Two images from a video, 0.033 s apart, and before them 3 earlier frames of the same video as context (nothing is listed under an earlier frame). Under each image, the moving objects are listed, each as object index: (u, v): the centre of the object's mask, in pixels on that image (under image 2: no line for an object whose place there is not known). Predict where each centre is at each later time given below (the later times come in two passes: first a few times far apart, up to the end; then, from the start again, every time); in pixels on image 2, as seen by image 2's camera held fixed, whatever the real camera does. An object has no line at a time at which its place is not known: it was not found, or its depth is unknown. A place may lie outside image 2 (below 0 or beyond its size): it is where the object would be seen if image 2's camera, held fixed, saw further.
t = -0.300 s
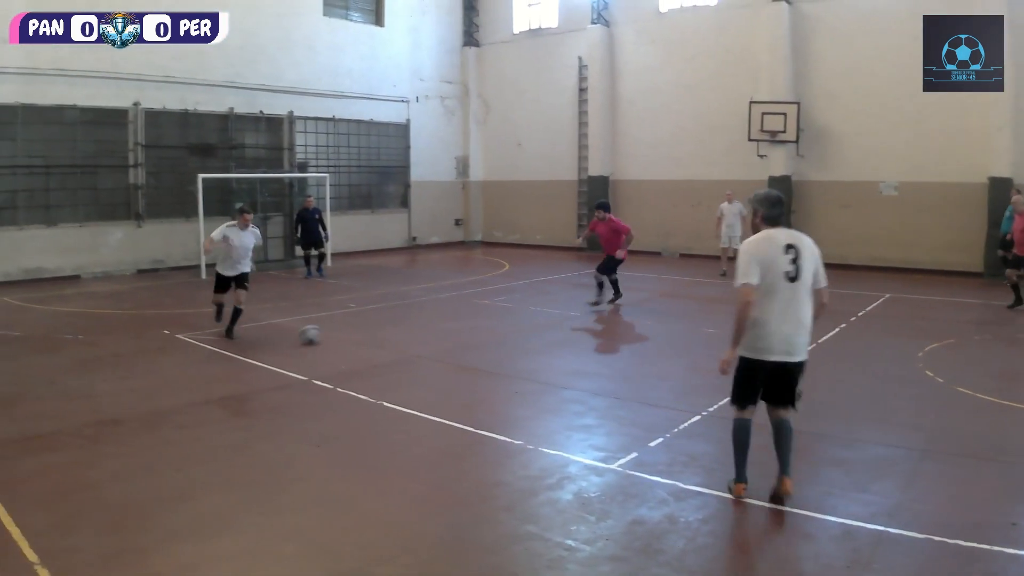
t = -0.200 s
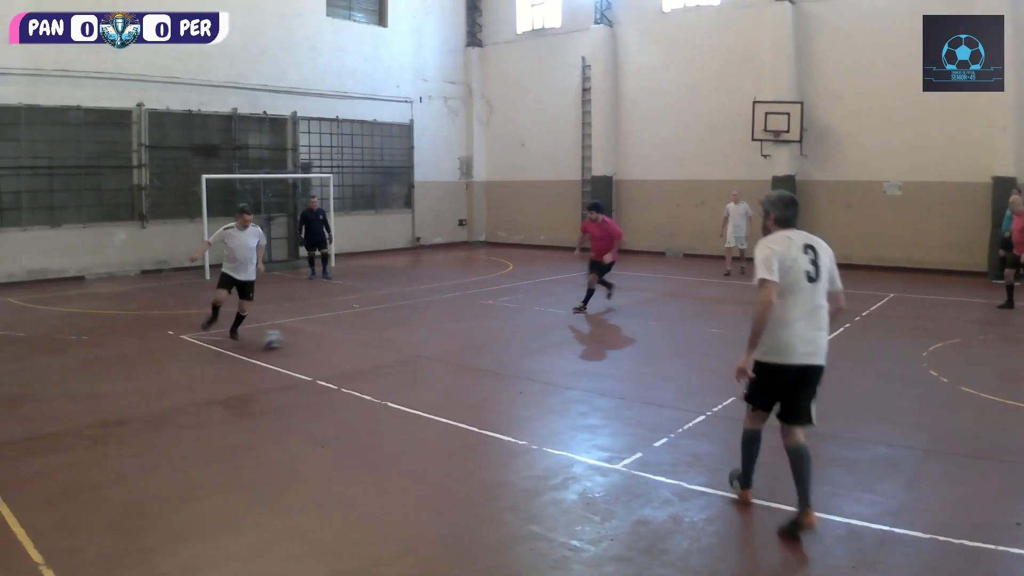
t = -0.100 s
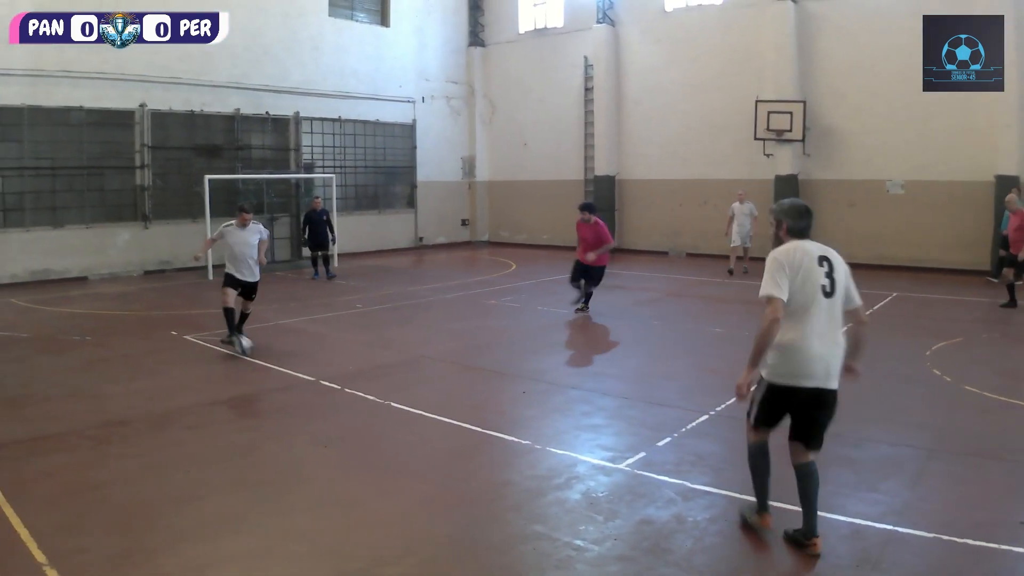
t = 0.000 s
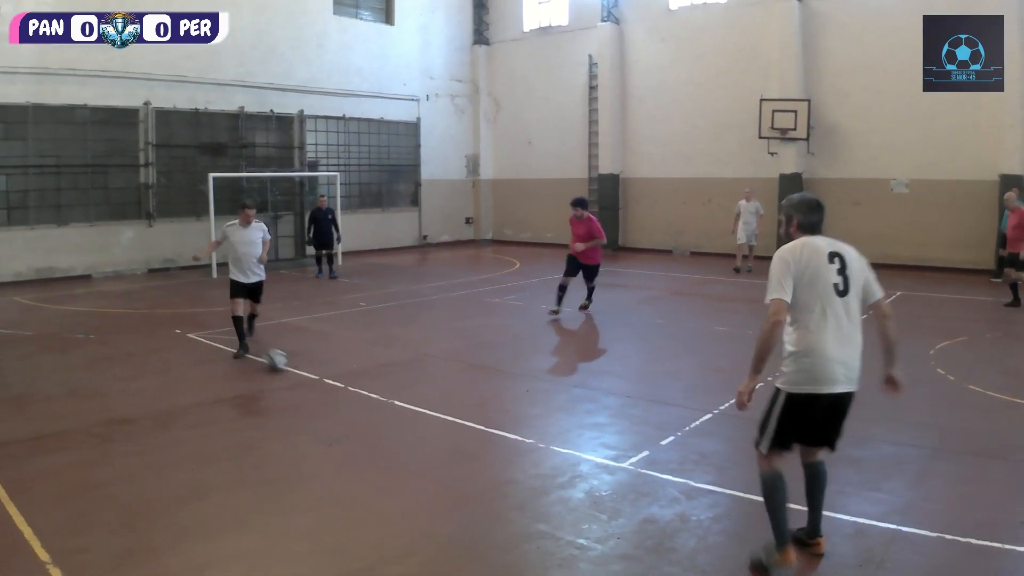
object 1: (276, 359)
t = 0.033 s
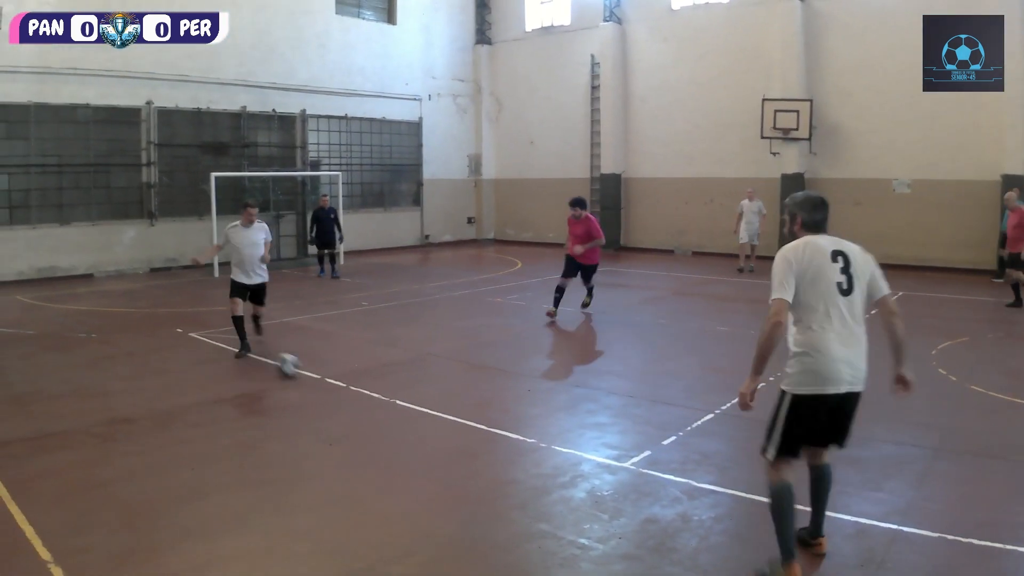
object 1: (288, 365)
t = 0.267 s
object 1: (380, 415)
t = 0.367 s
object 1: (432, 445)
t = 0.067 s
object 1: (299, 372)
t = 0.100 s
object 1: (312, 378)
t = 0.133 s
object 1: (326, 385)
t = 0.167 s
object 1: (338, 392)
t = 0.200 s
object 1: (352, 400)
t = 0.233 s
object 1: (367, 407)
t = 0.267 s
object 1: (380, 415)
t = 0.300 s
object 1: (397, 425)
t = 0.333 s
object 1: (416, 434)
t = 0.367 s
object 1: (432, 445)
